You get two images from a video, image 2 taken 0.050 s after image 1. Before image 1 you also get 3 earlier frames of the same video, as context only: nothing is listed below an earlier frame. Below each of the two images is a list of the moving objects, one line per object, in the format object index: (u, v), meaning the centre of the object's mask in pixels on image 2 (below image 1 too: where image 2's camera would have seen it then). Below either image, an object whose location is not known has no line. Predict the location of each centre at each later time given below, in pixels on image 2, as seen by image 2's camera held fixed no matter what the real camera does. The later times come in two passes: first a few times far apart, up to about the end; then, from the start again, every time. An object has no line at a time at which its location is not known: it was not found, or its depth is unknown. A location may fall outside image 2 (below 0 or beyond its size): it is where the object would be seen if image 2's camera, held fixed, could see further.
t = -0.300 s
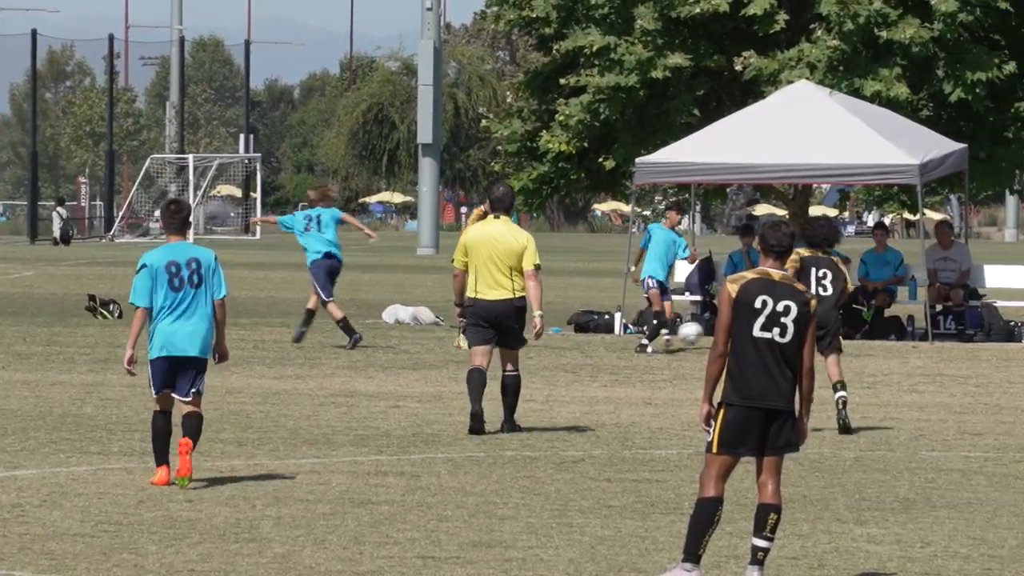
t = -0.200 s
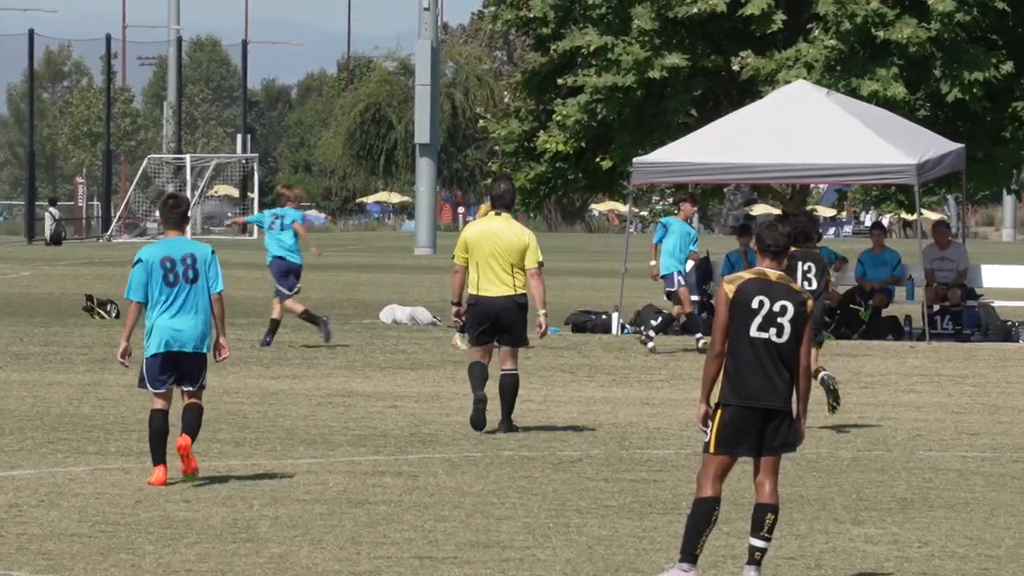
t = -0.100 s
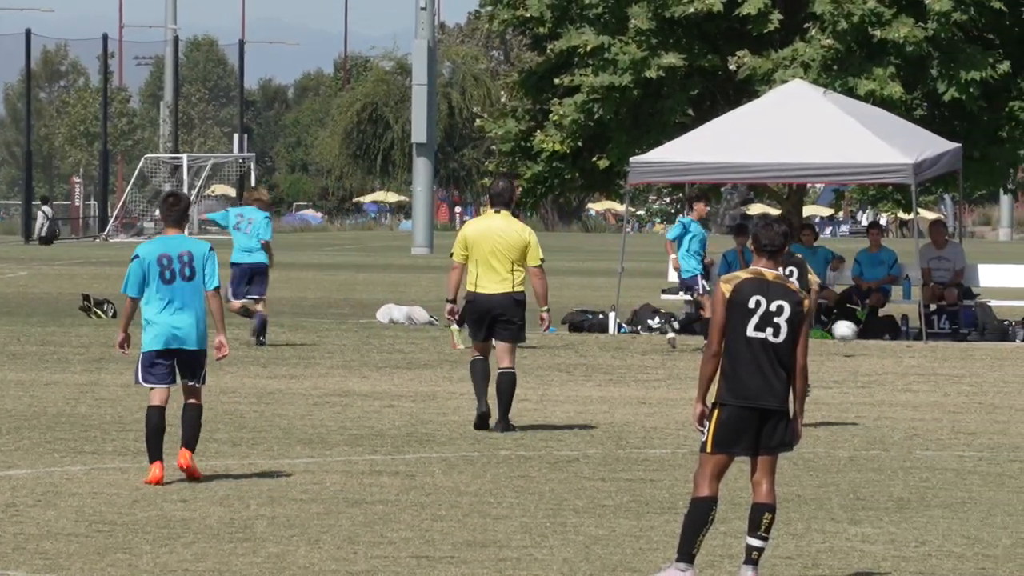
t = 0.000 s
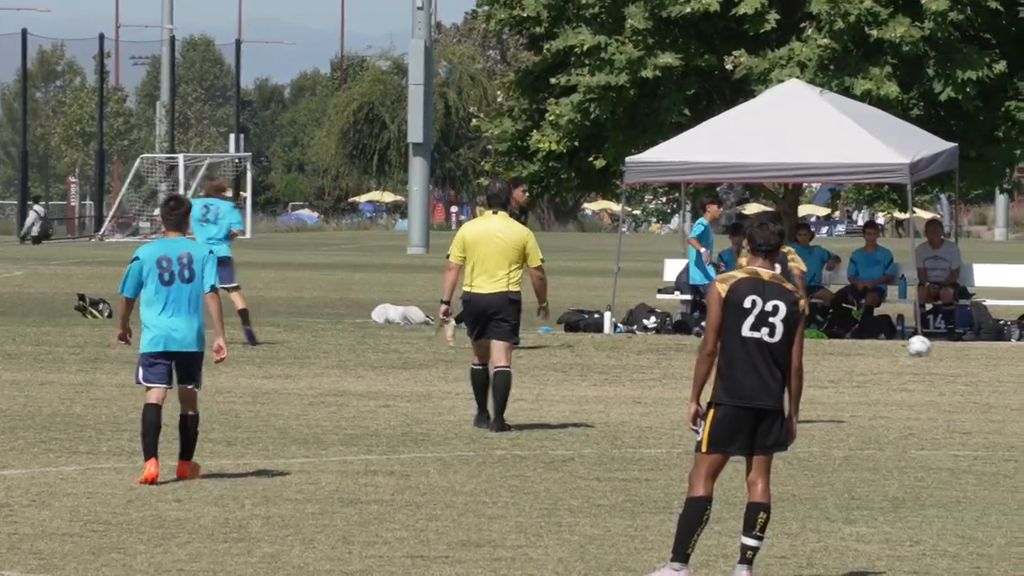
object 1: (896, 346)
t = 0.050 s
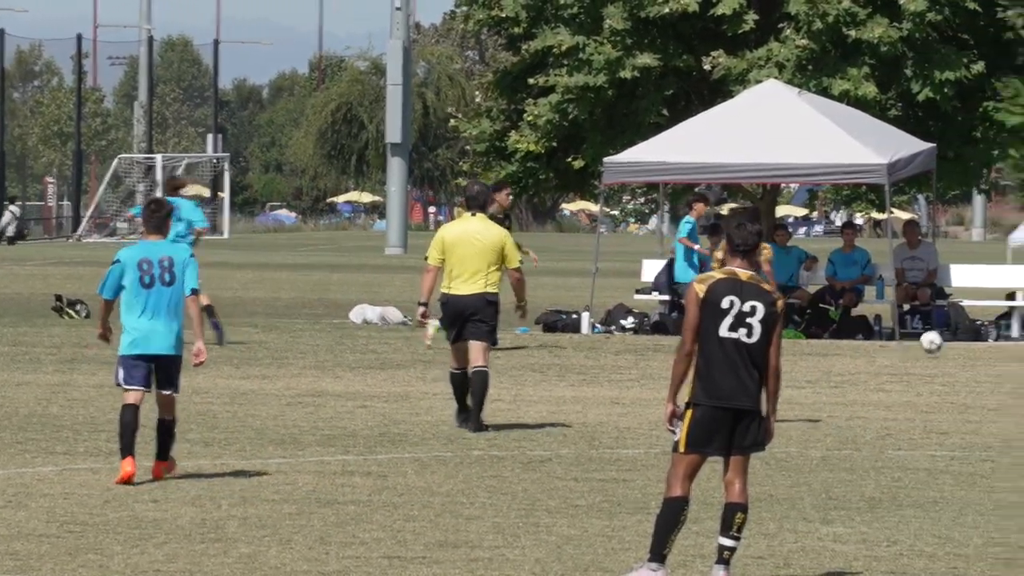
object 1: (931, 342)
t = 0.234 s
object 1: (1059, 336)
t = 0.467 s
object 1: (1222, 342)
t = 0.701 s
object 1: (1384, 350)
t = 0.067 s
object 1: (943, 339)
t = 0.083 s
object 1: (954, 338)
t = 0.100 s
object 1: (966, 337)
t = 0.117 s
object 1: (977, 336)
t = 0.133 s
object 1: (988, 334)
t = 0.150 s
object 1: (1000, 333)
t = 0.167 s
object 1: (1012, 333)
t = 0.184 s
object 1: (1024, 333)
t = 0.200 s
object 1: (1036, 334)
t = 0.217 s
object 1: (1047, 335)
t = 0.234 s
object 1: (1059, 336)
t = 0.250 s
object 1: (1071, 337)
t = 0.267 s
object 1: (1083, 339)
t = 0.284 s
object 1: (1095, 341)
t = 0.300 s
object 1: (1106, 343)
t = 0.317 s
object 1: (1117, 346)
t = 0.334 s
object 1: (1129, 349)
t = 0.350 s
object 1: (1141, 350)
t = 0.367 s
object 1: (1152, 348)
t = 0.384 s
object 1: (1164, 347)
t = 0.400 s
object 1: (1175, 345)
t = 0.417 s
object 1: (1187, 344)
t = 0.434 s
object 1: (1198, 343)
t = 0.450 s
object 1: (1210, 343)
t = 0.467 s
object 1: (1222, 342)
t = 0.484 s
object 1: (1233, 343)
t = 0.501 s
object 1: (1245, 343)
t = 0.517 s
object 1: (1257, 344)
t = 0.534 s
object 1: (1267, 345)
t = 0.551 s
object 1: (1279, 347)
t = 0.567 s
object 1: (1291, 349)
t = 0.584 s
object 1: (1302, 351)
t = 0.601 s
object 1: (1313, 352)
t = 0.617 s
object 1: (1326, 352)
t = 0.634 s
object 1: (1337, 352)
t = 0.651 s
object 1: (1349, 351)
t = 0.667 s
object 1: (1361, 350)
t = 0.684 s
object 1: (1373, 349)
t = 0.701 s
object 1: (1384, 350)
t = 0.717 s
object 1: (1396, 350)
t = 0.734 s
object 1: (1408, 351)
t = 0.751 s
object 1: (1420, 353)
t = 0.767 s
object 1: (1432, 354)
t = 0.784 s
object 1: (1444, 355)
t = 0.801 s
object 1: (1455, 355)
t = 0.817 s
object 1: (1467, 355)
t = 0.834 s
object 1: (1478, 354)
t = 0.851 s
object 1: (1489, 353)
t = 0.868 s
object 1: (1501, 353)
